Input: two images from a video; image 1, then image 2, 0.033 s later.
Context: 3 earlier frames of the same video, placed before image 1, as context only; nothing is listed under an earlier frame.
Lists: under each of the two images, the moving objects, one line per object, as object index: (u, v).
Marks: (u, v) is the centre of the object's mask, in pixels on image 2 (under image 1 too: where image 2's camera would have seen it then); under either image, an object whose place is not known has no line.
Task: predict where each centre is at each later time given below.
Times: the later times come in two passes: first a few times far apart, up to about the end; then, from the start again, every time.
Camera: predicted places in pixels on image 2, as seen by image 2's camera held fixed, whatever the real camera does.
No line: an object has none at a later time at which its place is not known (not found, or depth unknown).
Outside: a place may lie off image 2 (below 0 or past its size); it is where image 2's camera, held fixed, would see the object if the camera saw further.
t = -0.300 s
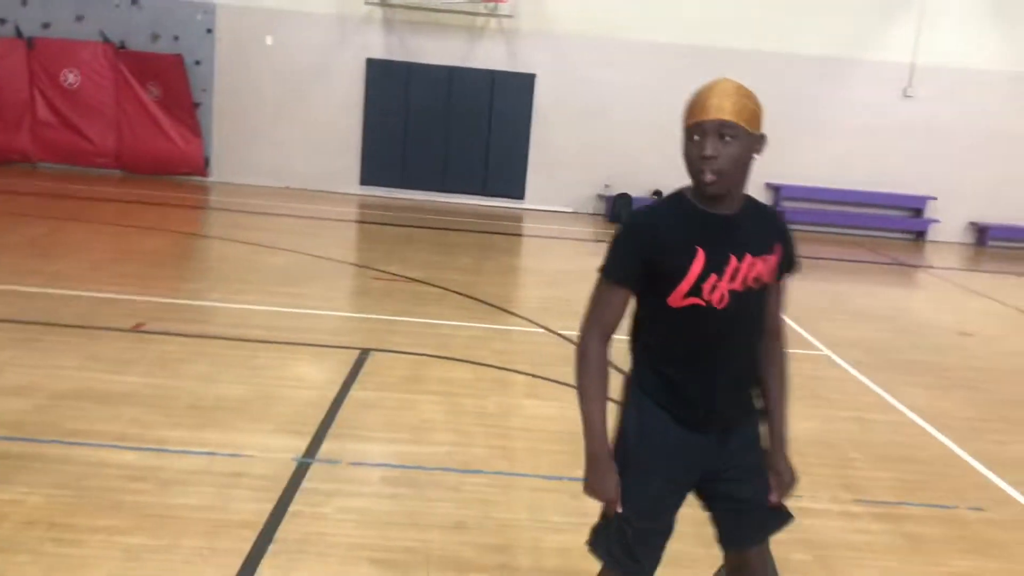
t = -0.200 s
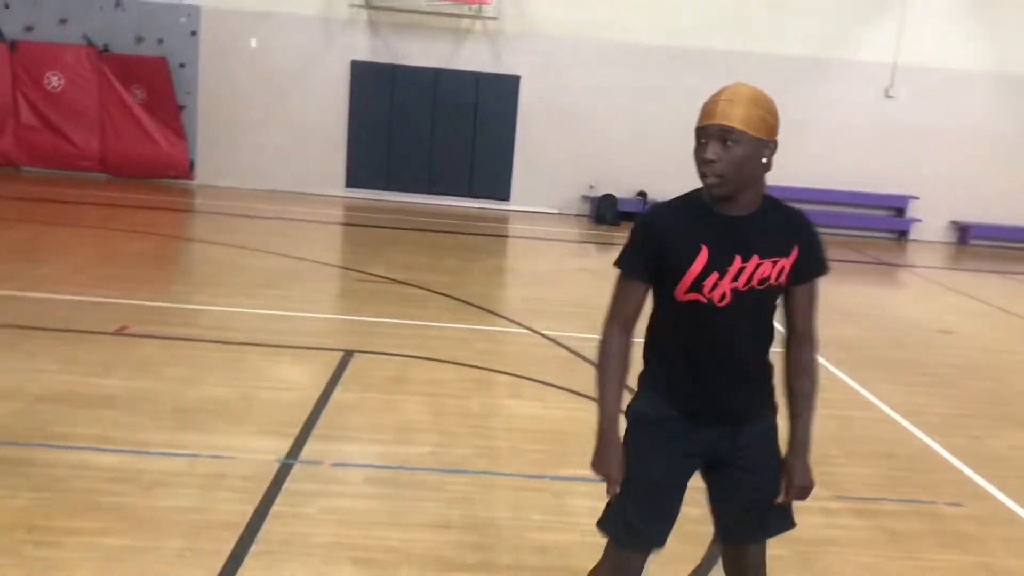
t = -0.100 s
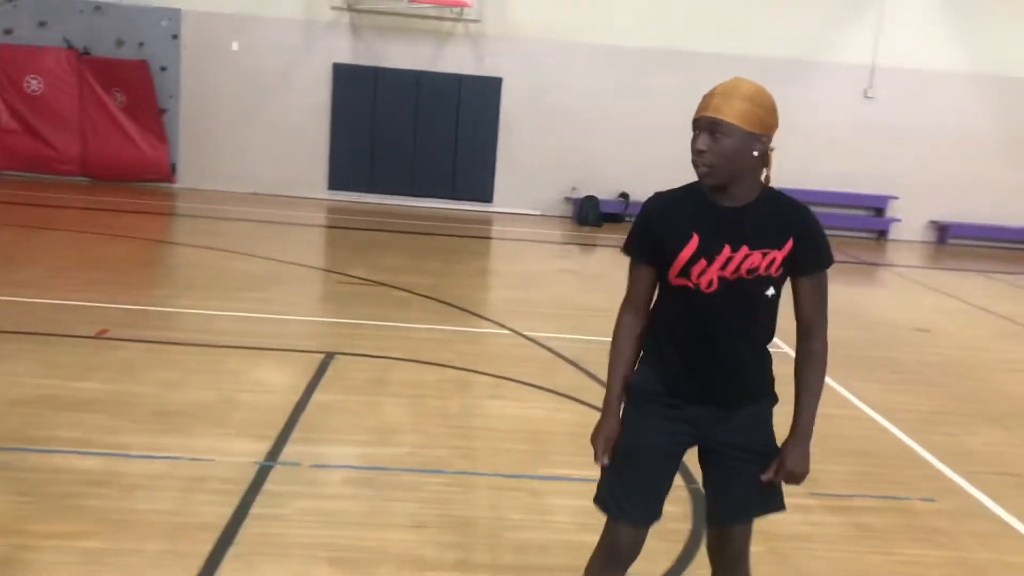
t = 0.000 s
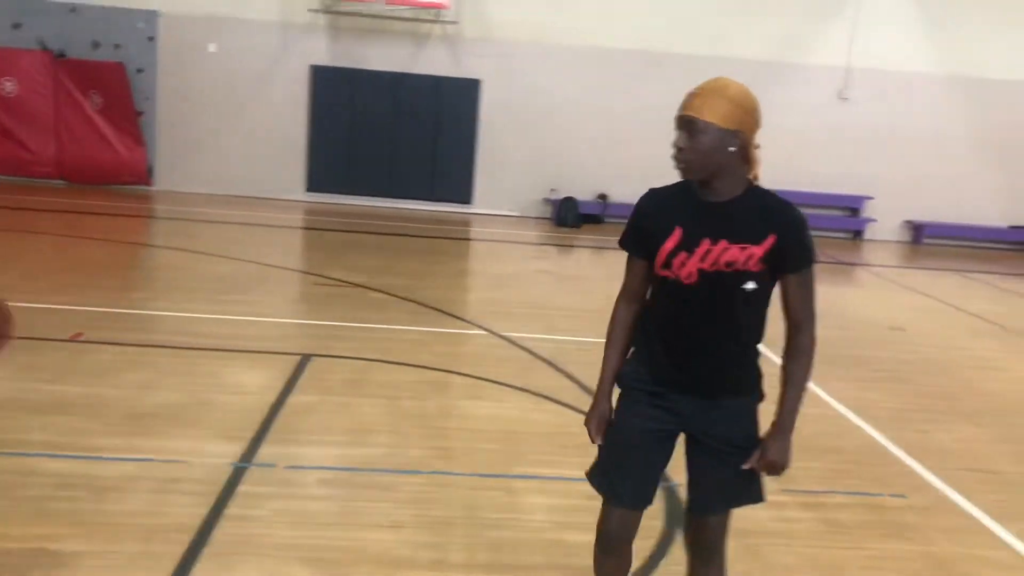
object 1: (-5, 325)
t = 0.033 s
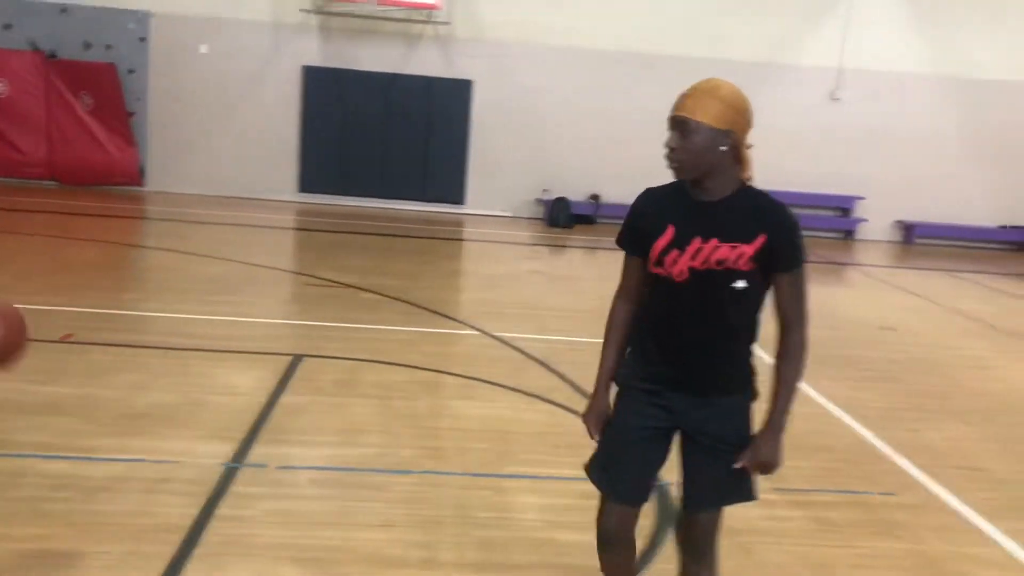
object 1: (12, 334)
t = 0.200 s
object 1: (107, 433)
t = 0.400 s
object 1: (220, 440)
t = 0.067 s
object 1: (27, 348)
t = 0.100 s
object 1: (46, 365)
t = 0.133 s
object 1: (64, 387)
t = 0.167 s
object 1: (85, 410)
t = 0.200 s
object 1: (107, 433)
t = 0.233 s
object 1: (131, 463)
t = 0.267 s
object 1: (154, 495)
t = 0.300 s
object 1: (176, 512)
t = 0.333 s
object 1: (191, 484)
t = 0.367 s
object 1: (206, 460)
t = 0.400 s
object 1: (220, 440)
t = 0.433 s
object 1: (236, 422)
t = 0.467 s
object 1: (251, 408)
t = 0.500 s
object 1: (268, 395)
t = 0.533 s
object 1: (284, 385)
